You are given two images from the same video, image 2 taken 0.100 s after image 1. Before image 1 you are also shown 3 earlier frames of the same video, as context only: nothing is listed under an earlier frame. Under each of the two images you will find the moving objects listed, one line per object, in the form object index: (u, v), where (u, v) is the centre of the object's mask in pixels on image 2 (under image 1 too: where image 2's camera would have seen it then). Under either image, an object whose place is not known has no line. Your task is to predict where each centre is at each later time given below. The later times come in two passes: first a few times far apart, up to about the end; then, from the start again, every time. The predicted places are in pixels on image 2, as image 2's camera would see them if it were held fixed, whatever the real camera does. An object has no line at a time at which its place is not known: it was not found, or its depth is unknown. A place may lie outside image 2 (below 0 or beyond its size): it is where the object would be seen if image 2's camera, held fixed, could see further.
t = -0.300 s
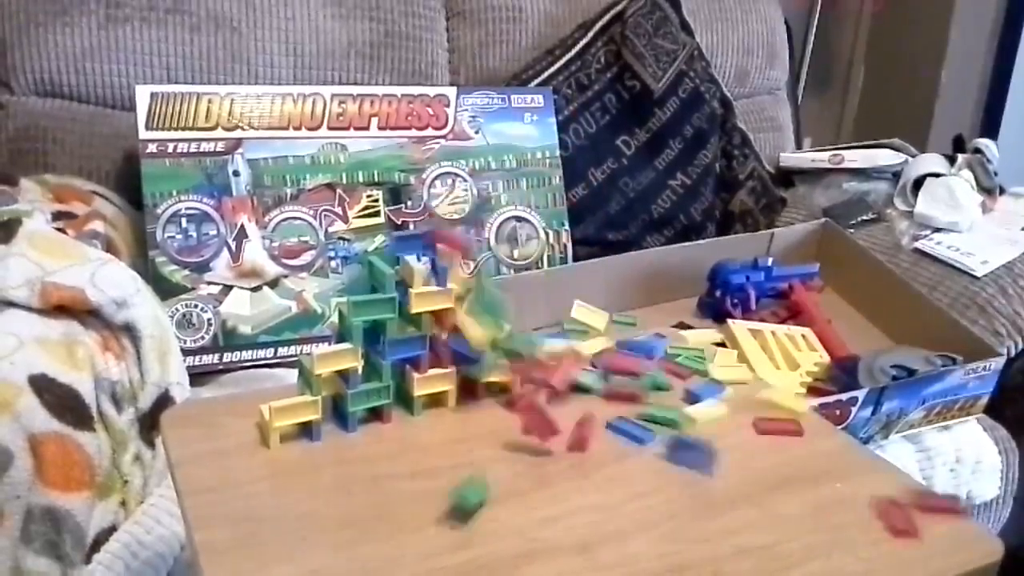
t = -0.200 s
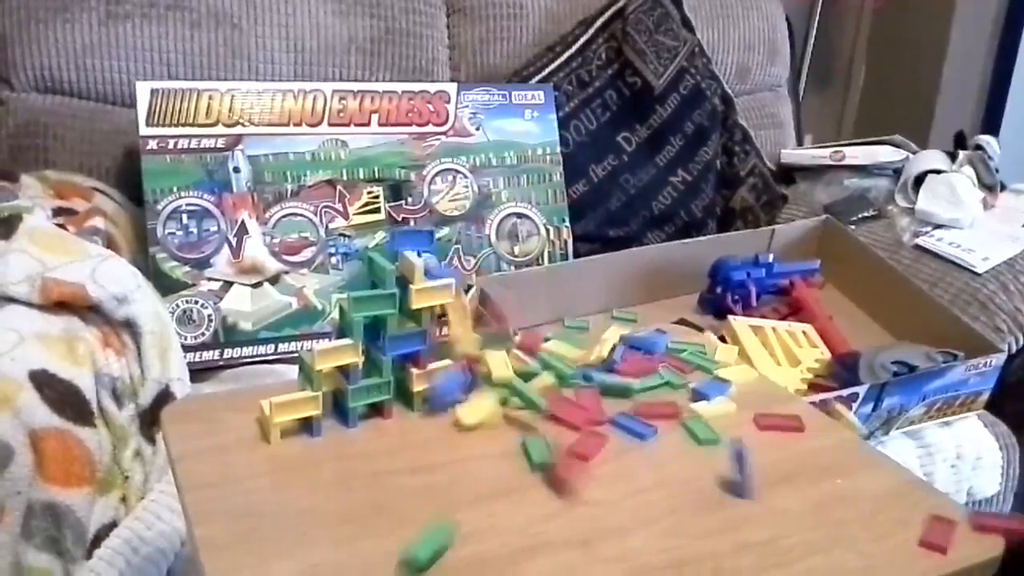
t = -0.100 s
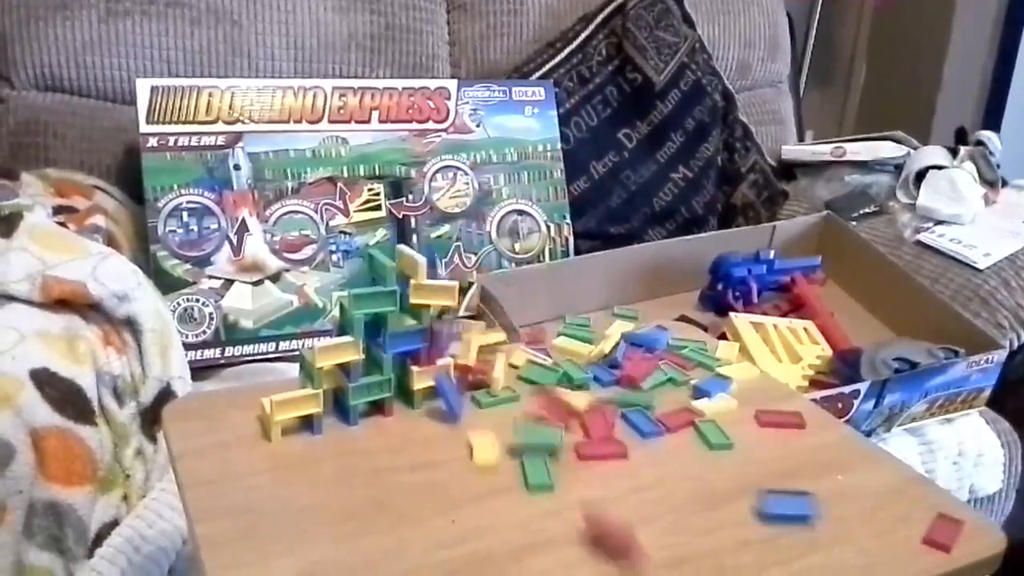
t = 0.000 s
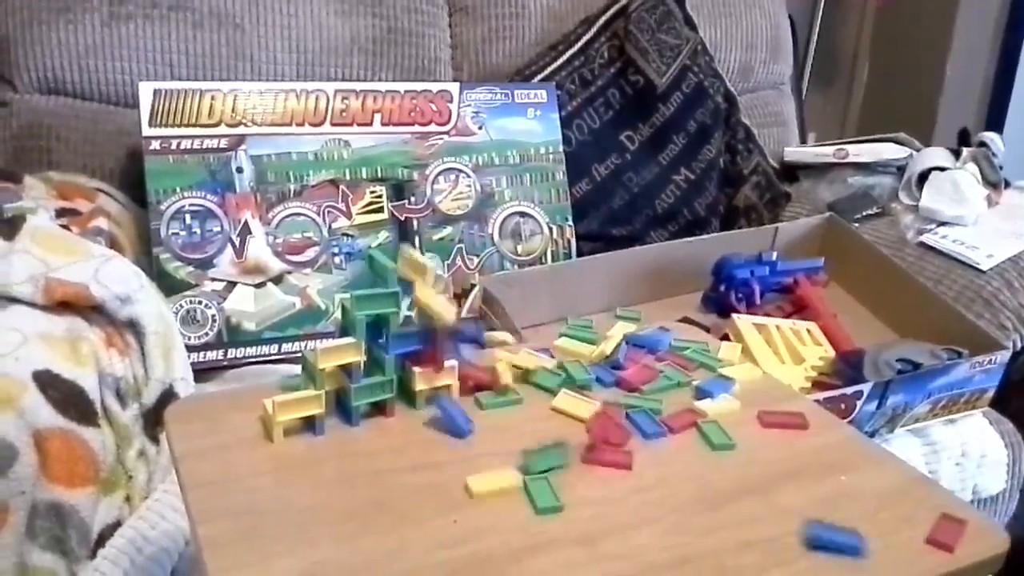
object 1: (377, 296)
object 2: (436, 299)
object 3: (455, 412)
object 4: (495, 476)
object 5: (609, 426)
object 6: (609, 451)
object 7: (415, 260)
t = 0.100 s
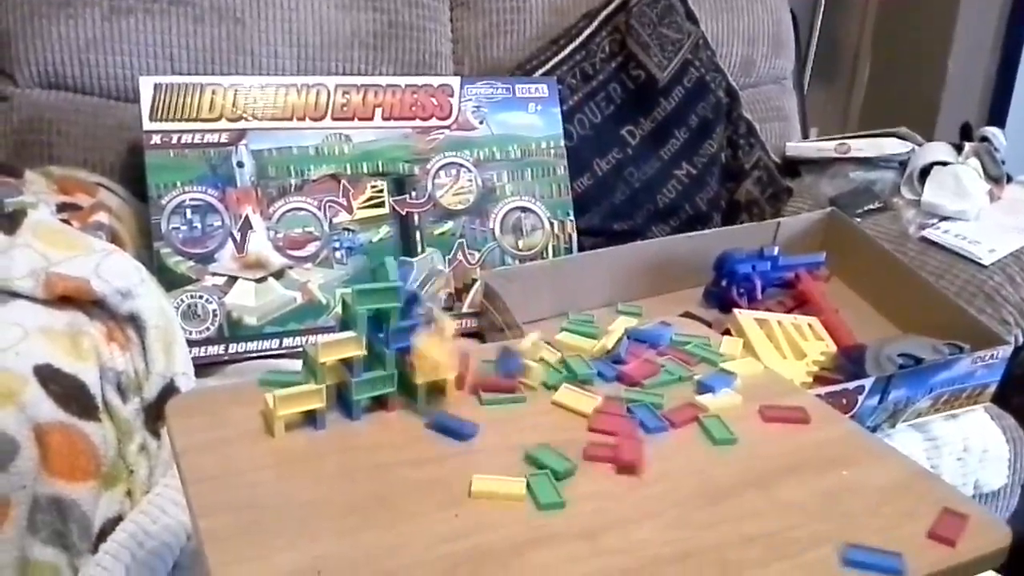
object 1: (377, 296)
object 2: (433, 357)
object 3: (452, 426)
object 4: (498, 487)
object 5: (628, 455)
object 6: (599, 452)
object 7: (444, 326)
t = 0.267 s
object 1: (390, 347)
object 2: (397, 440)
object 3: (446, 446)
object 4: (498, 487)
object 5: (662, 470)
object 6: (611, 454)
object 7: (513, 417)
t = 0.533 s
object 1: (416, 491)
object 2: (348, 474)
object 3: (449, 455)
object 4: (498, 487)
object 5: (662, 470)
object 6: (611, 454)
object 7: (556, 447)
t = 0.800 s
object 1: (433, 541)
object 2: (349, 476)
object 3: (449, 455)
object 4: (498, 487)
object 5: (662, 470)
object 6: (611, 454)
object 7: (556, 447)
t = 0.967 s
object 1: (433, 542)
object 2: (350, 476)
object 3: (449, 456)
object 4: (498, 487)
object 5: (662, 471)
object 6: (610, 455)
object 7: (556, 448)
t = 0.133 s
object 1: (378, 296)
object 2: (433, 388)
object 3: (454, 430)
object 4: (498, 487)
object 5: (637, 460)
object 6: (605, 453)
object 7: (457, 353)
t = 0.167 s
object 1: (380, 297)
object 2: (426, 415)
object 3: (454, 428)
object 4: (498, 487)
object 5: (647, 464)
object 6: (609, 454)
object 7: (468, 364)
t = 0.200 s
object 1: (384, 303)
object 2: (416, 419)
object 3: (445, 431)
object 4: (498, 487)
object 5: (655, 468)
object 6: (611, 454)
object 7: (482, 374)
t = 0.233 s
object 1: (380, 310)
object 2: (408, 428)
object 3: (442, 438)
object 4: (498, 487)
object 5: (659, 470)
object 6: (611, 454)
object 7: (495, 385)
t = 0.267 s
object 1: (390, 347)
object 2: (397, 440)
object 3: (446, 446)
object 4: (498, 487)
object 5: (662, 470)
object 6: (611, 454)
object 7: (513, 417)
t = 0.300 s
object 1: (395, 392)
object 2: (387, 445)
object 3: (445, 447)
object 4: (498, 487)
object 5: (662, 471)
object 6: (611, 454)
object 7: (524, 428)
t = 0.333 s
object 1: (397, 409)
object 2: (376, 453)
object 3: (448, 453)
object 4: (498, 487)
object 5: (662, 471)
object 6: (611, 454)
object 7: (540, 434)
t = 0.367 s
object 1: (399, 419)
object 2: (367, 462)
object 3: (449, 455)
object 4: (498, 487)
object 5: (662, 471)
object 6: (611, 454)
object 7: (546, 442)
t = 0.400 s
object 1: (402, 427)
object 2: (359, 466)
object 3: (449, 455)
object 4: (498, 487)
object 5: (662, 470)
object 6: (611, 454)
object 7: (553, 444)
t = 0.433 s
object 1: (403, 443)
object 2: (353, 471)
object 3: (449, 455)
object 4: (498, 487)
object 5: (662, 470)
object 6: (611, 454)
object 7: (553, 447)
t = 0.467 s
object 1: (409, 464)
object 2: (349, 474)
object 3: (452, 455)
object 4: (498, 487)
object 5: (662, 470)
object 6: (611, 454)
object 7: (556, 447)
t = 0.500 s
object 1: (413, 475)
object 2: (348, 474)
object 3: (449, 455)
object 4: (498, 487)
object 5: (662, 471)
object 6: (611, 454)
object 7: (556, 447)
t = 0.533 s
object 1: (416, 491)
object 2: (348, 474)
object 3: (449, 455)
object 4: (498, 487)
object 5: (662, 470)
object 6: (611, 454)
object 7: (556, 447)
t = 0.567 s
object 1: (420, 505)
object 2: (348, 475)
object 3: (449, 455)
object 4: (498, 487)
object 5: (662, 470)
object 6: (611, 454)
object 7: (556, 447)
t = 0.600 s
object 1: (424, 516)
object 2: (348, 474)
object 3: (449, 455)
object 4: (498, 487)
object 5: (662, 470)
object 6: (611, 454)
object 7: (556, 447)
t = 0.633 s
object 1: (427, 528)
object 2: (348, 475)
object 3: (449, 455)
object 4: (498, 487)
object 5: (662, 470)
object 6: (611, 454)
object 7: (556, 447)
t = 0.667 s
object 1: (430, 536)
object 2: (348, 474)
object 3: (449, 455)
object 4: (498, 487)
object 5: (662, 470)
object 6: (611, 454)
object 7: (556, 447)
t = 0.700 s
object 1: (432, 540)
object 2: (348, 475)
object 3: (449, 455)
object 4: (498, 486)
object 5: (662, 470)
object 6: (611, 454)
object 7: (556, 447)
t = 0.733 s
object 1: (433, 541)
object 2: (349, 475)
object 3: (449, 455)
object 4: (498, 487)
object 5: (662, 470)
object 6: (611, 454)
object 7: (556, 447)
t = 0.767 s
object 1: (433, 541)
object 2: (349, 475)
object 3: (449, 455)
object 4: (498, 487)
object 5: (662, 470)
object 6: (611, 454)
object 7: (556, 447)
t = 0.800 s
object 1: (433, 541)
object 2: (349, 476)
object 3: (449, 455)
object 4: (498, 487)
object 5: (662, 470)
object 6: (611, 454)
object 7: (556, 447)
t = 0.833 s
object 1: (433, 541)
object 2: (349, 475)
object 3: (449, 455)
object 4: (498, 487)
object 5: (662, 470)
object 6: (611, 454)
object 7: (556, 447)
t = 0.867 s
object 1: (433, 541)
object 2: (349, 475)
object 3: (449, 455)
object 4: (497, 487)
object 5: (662, 470)
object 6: (610, 454)
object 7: (556, 447)
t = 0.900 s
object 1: (433, 541)
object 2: (349, 475)
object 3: (449, 455)
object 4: (498, 487)
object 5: (662, 470)
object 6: (611, 454)
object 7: (556, 447)
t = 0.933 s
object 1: (433, 542)
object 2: (350, 475)
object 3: (449, 455)
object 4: (498, 486)
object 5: (662, 471)
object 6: (610, 455)
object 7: (556, 447)
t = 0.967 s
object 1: (433, 542)
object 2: (350, 476)
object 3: (449, 456)
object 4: (498, 487)
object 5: (662, 471)
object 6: (610, 455)
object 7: (556, 448)
